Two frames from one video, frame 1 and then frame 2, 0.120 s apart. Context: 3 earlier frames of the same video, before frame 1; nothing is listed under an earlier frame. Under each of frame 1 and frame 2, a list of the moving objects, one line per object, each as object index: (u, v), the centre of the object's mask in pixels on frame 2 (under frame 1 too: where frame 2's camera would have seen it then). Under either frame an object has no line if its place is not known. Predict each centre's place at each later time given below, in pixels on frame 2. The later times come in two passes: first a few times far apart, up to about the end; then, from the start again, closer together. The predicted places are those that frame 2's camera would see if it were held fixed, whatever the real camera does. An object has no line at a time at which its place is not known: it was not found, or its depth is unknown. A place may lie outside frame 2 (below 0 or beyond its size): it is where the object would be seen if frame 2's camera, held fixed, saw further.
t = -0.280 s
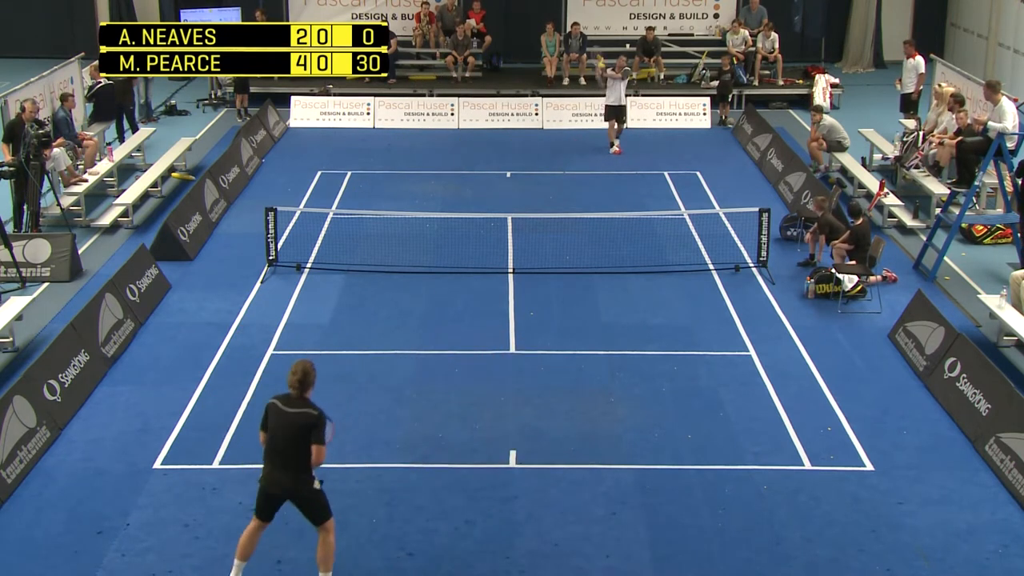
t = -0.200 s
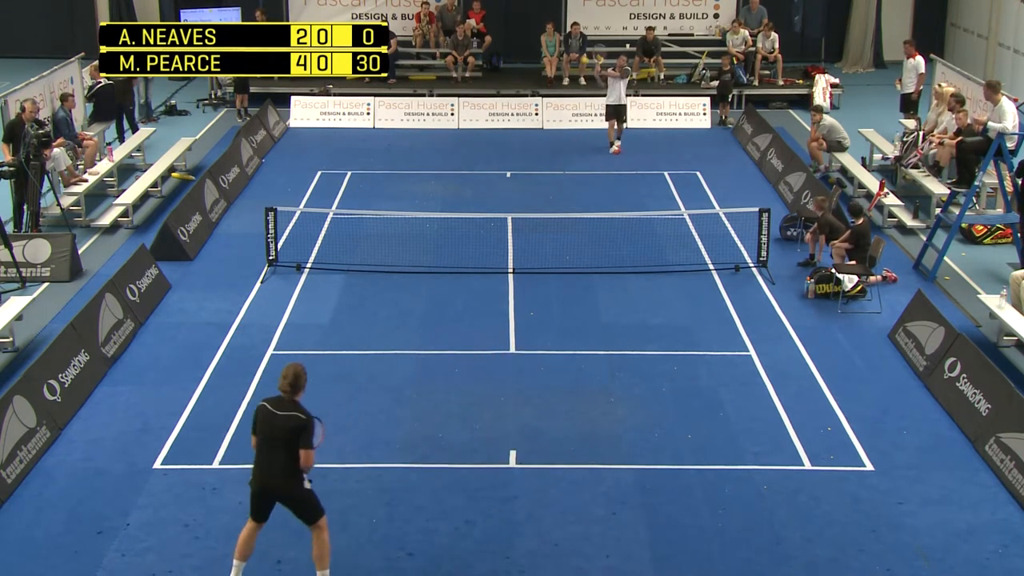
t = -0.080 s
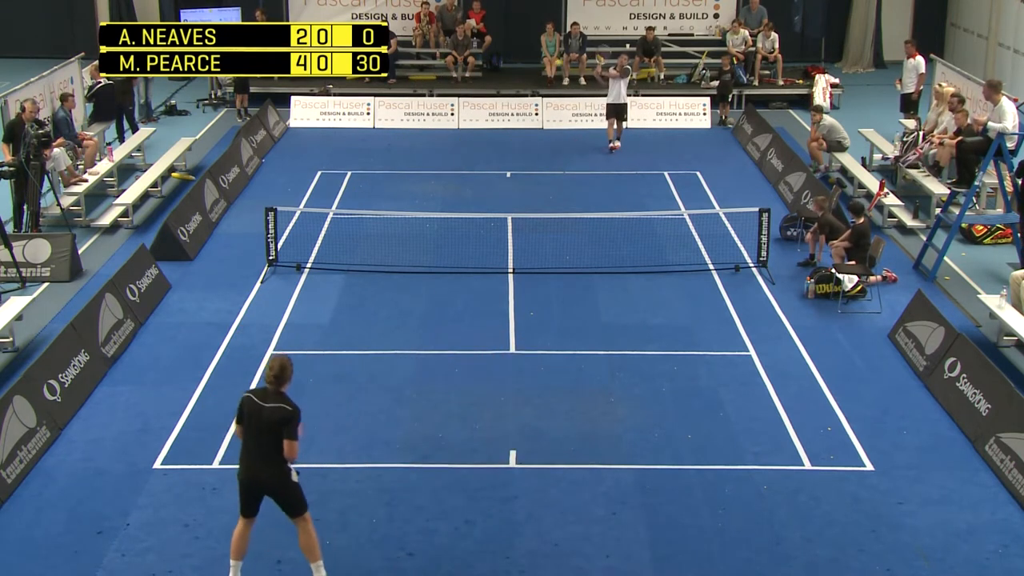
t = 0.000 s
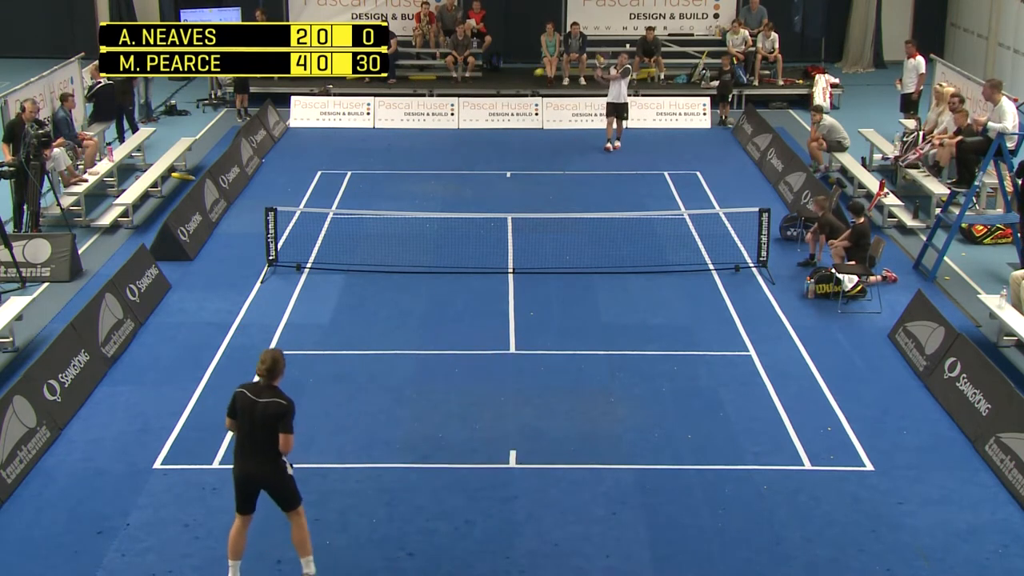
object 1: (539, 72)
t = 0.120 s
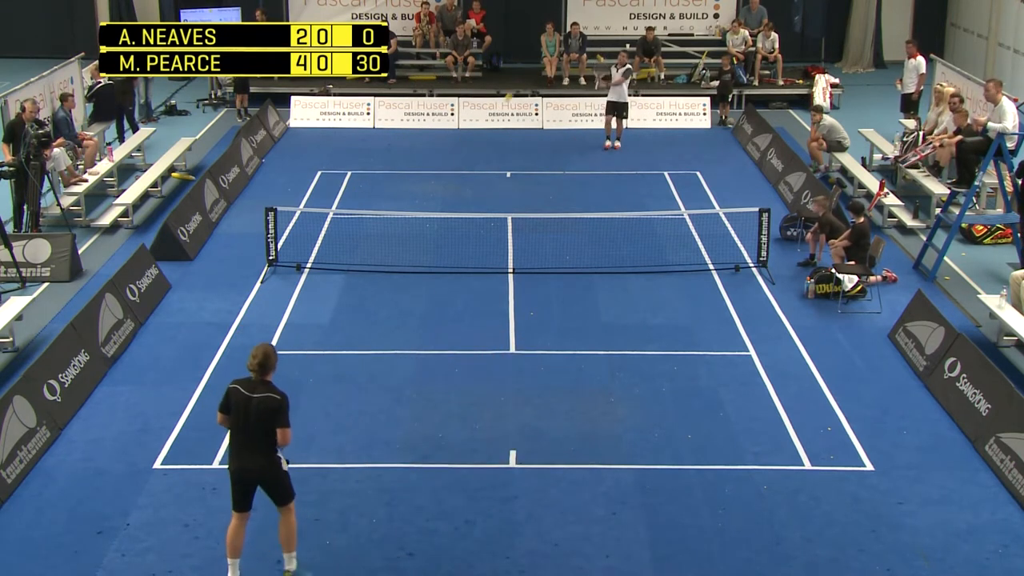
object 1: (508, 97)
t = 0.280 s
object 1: (463, 158)
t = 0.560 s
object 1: (376, 341)
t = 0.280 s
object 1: (463, 158)
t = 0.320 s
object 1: (451, 178)
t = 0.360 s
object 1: (440, 199)
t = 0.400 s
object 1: (427, 224)
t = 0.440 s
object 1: (415, 249)
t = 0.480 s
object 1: (402, 278)
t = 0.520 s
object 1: (389, 309)
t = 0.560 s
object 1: (376, 341)
